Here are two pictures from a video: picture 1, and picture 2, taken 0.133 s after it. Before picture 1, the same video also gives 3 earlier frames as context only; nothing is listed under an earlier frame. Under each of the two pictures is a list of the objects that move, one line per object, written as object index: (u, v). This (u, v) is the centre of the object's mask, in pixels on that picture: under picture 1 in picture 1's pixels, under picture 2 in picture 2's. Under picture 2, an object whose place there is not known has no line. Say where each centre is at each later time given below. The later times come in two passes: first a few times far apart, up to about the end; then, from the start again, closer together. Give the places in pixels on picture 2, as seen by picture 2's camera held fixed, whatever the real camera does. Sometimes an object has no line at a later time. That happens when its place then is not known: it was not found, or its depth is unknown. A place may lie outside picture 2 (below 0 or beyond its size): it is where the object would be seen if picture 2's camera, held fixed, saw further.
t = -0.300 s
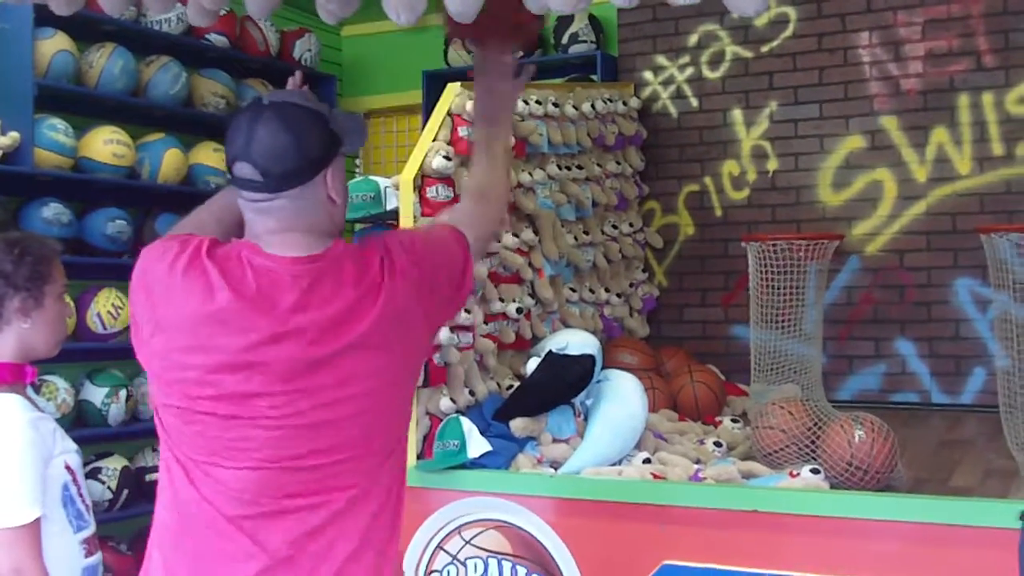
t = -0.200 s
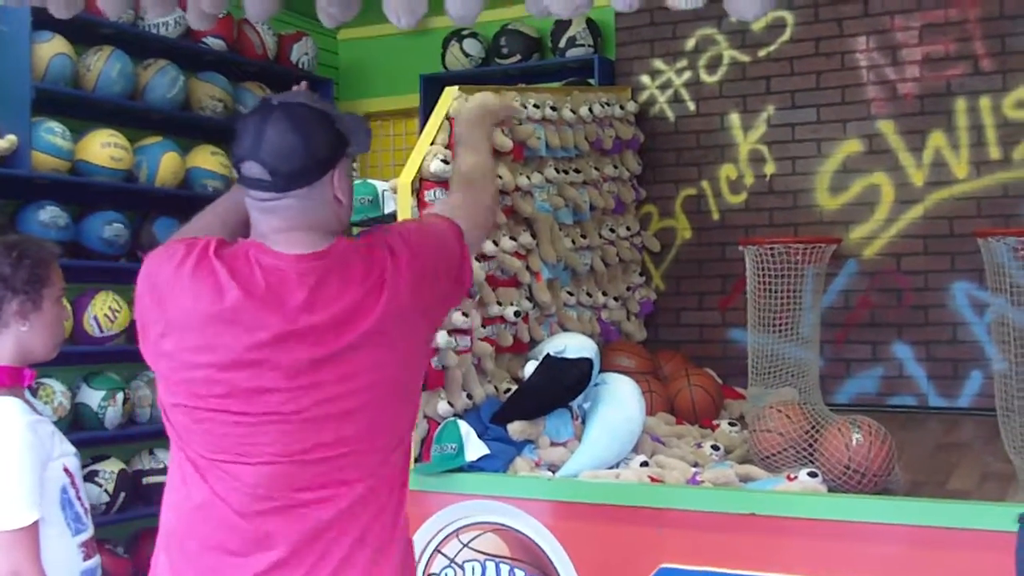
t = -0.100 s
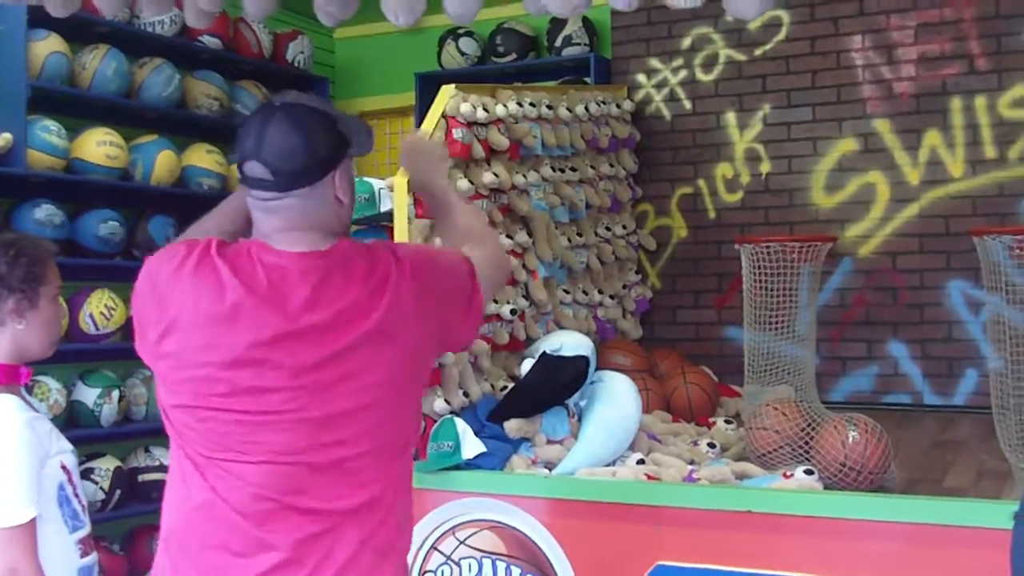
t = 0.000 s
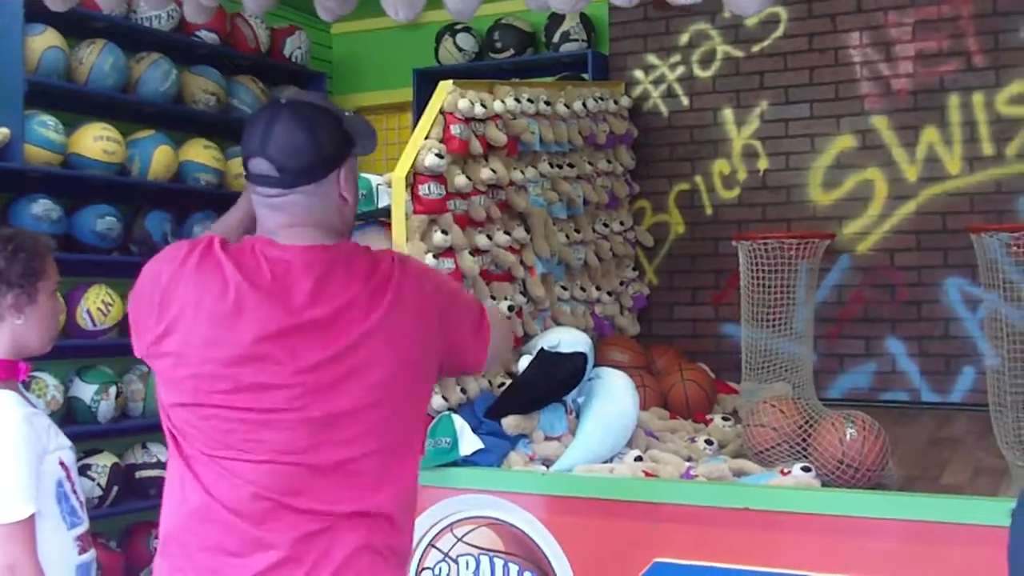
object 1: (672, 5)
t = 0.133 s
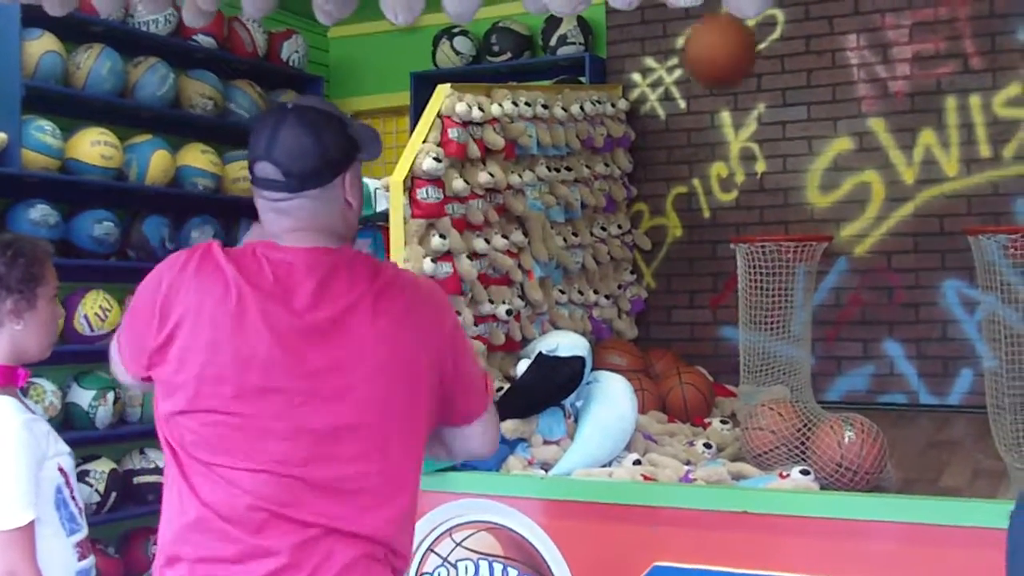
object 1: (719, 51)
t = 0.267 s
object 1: (763, 165)
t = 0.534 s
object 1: (799, 356)
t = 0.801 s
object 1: (816, 347)
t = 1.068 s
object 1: (833, 363)
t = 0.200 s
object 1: (741, 104)
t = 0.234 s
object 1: (753, 132)
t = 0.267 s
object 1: (763, 165)
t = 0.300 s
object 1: (774, 200)
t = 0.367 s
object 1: (799, 267)
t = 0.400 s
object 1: (798, 278)
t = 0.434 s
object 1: (797, 294)
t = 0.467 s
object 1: (798, 316)
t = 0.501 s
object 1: (799, 332)
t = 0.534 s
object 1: (799, 356)
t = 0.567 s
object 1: (801, 370)
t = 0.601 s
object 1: (801, 381)
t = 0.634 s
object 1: (808, 375)
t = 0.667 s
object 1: (808, 372)
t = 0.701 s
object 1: (808, 370)
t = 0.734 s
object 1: (810, 361)
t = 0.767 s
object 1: (812, 355)
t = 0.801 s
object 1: (816, 347)
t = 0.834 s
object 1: (817, 346)
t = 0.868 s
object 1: (819, 344)
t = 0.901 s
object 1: (822, 343)
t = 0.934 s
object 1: (822, 347)
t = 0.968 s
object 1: (824, 353)
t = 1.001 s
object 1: (826, 363)
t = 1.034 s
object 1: (830, 363)
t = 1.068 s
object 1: (833, 363)
